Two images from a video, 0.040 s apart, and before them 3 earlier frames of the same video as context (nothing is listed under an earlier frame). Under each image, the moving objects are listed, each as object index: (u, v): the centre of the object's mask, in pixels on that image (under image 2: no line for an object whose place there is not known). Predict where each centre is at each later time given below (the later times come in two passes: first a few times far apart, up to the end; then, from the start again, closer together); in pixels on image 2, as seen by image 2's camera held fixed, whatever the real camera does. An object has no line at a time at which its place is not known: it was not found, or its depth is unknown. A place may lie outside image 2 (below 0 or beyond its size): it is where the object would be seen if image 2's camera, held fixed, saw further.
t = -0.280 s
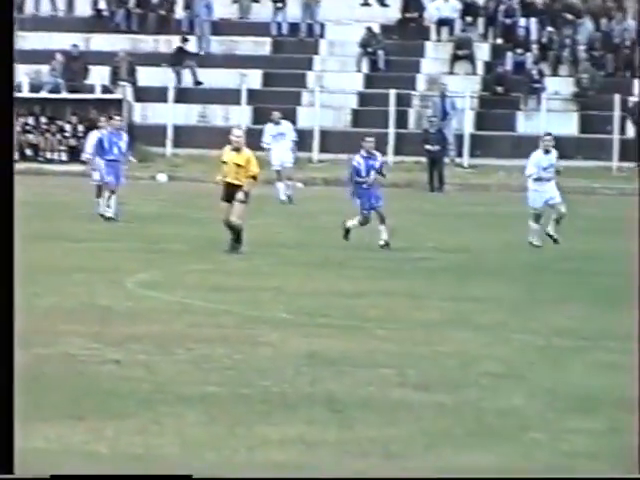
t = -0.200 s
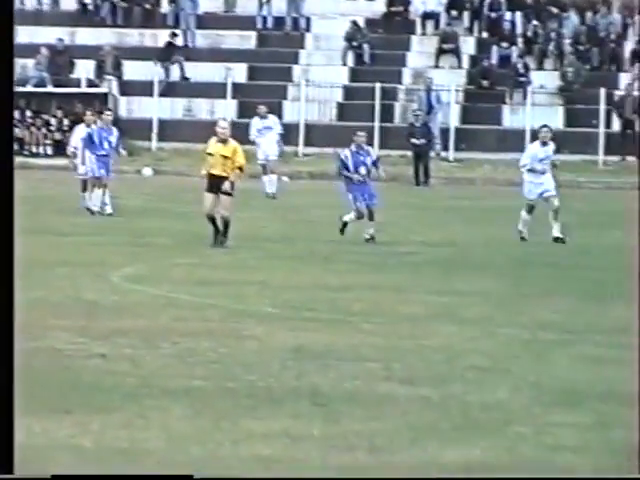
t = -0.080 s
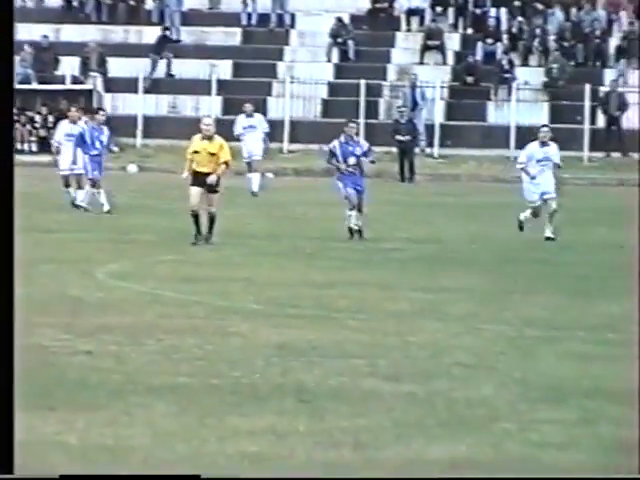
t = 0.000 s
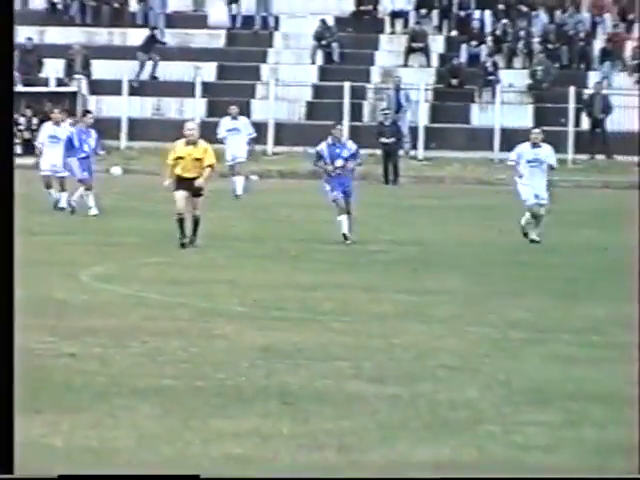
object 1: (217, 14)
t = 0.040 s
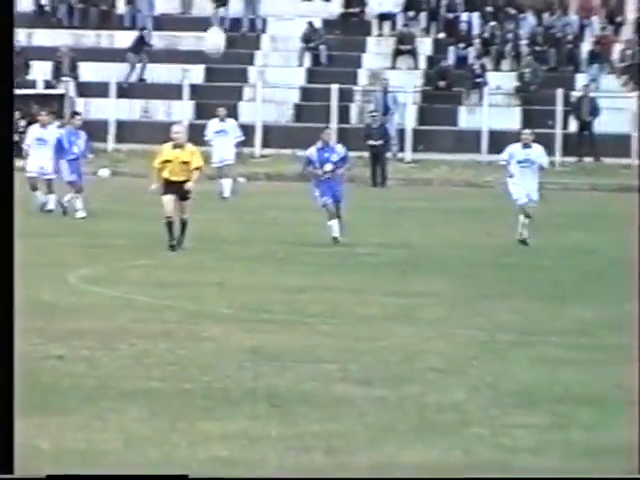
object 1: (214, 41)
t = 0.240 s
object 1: (249, 190)
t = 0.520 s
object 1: (288, 242)
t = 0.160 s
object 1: (239, 121)
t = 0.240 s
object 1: (249, 190)
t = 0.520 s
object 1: (288, 242)
